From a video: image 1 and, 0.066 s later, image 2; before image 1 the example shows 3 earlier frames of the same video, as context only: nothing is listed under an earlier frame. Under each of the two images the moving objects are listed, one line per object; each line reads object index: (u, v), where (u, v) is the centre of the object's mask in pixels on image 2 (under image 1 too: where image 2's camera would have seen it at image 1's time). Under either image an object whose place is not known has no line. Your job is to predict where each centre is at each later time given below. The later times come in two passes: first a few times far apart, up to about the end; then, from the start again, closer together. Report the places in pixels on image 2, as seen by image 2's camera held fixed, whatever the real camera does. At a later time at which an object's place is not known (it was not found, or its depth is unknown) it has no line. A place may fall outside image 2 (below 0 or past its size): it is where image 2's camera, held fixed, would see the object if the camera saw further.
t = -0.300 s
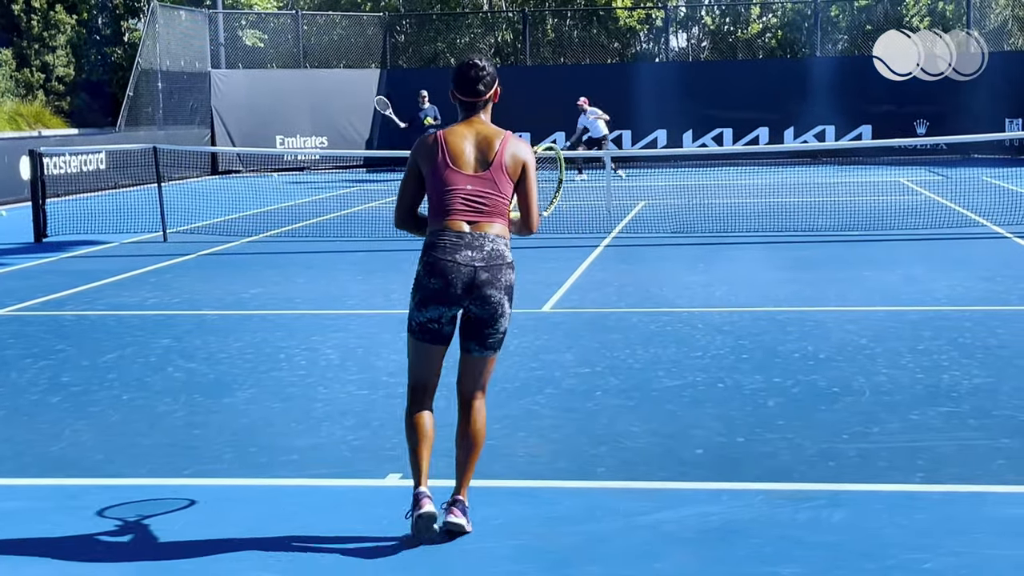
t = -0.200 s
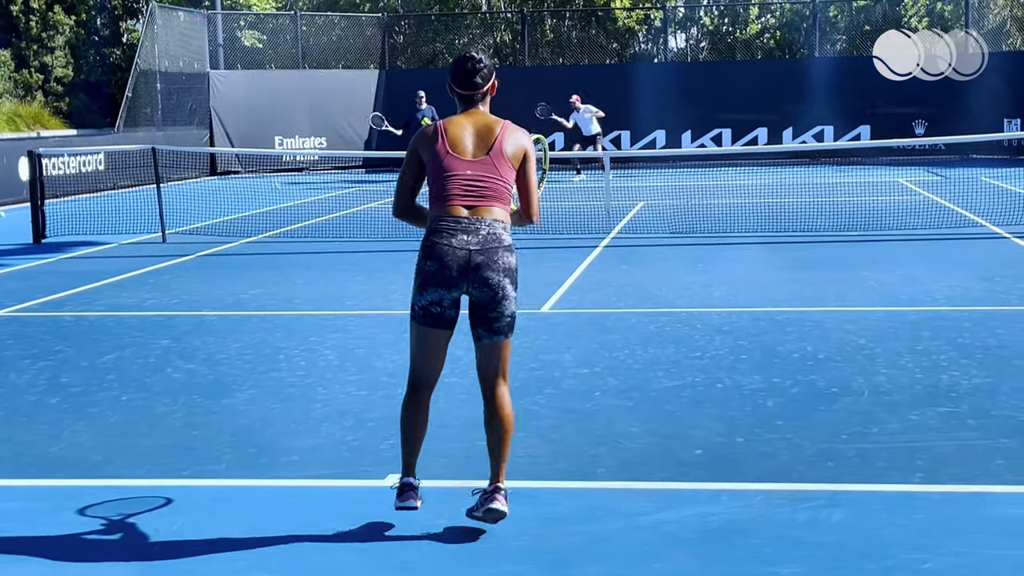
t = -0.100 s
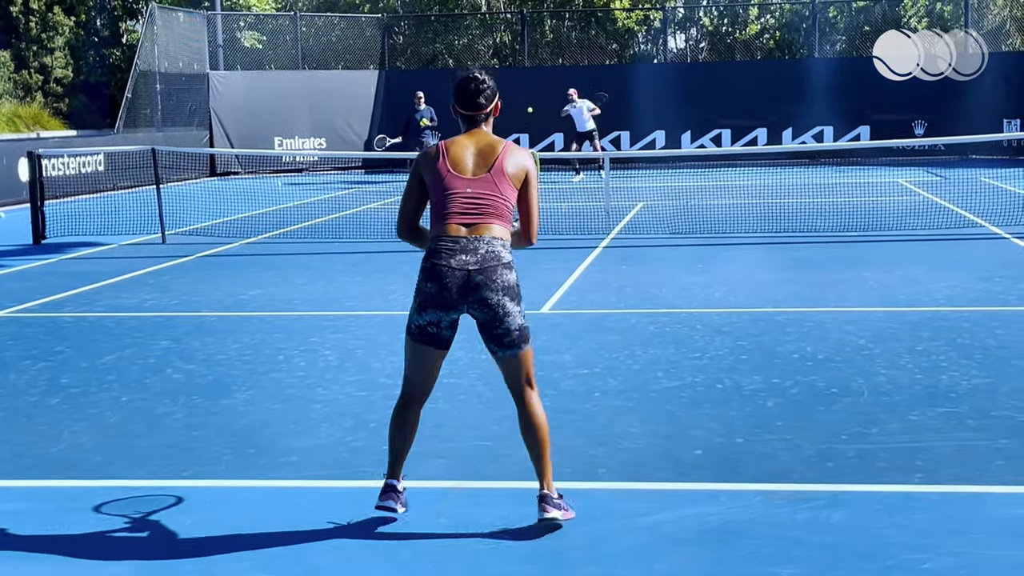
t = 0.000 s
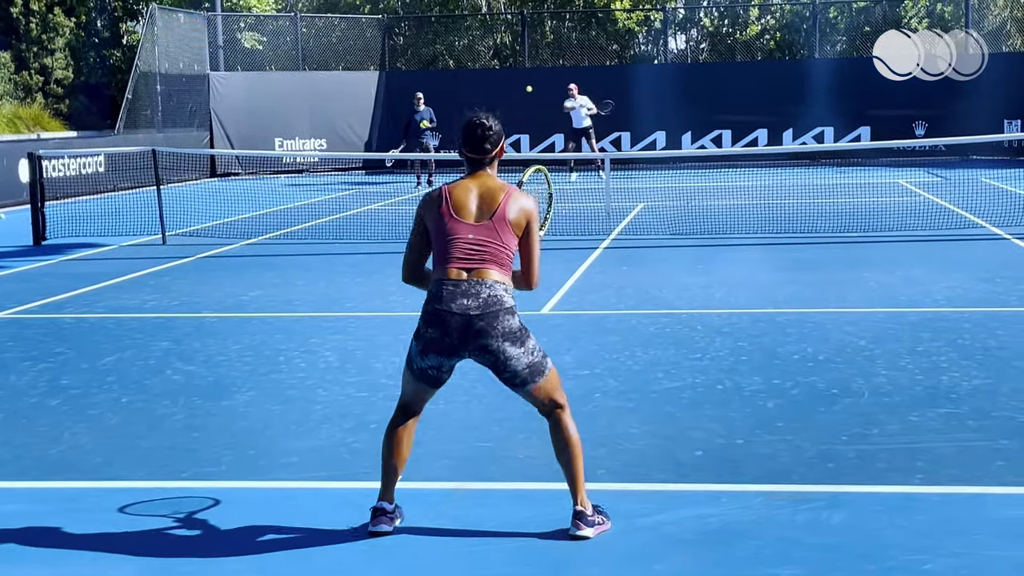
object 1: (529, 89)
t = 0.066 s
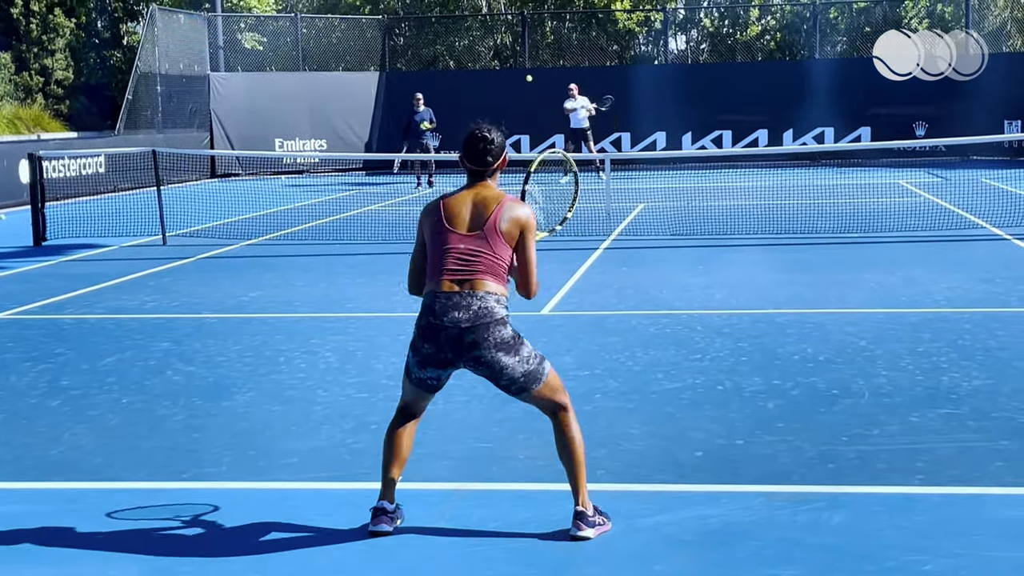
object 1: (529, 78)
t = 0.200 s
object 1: (530, 65)
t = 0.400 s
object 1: (538, 79)
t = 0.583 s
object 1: (553, 149)
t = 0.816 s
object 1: (594, 336)
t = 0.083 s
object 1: (529, 76)
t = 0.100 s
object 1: (529, 73)
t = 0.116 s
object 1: (529, 71)
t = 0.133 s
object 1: (529, 70)
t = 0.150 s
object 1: (529, 68)
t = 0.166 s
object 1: (529, 67)
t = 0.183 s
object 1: (530, 66)
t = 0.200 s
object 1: (530, 65)
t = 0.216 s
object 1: (530, 65)
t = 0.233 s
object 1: (530, 65)
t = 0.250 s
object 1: (531, 65)
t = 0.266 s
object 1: (532, 65)
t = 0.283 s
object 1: (532, 65)
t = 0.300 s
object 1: (533, 66)
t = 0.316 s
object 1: (534, 67)
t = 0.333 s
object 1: (534, 69)
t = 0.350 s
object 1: (535, 71)
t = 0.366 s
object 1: (536, 73)
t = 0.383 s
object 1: (537, 76)
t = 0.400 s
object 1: (538, 79)
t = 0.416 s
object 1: (539, 83)
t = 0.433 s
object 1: (540, 87)
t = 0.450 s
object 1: (541, 91)
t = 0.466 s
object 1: (542, 97)
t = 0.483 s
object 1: (543, 102)
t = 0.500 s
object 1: (545, 108)
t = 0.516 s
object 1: (546, 115)
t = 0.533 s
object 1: (548, 123)
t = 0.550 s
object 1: (549, 130)
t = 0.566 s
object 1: (551, 139)
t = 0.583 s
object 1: (553, 149)
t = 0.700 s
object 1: (571, 238)
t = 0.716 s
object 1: (574, 255)
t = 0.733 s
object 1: (577, 274)
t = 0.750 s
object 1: (581, 293)
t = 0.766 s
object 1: (585, 313)
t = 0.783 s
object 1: (589, 336)
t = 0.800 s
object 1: (592, 348)
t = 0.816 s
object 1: (594, 336)
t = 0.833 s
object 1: (596, 326)
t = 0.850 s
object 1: (598, 315)
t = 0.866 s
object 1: (600, 304)
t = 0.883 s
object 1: (602, 294)
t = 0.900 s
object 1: (604, 284)
